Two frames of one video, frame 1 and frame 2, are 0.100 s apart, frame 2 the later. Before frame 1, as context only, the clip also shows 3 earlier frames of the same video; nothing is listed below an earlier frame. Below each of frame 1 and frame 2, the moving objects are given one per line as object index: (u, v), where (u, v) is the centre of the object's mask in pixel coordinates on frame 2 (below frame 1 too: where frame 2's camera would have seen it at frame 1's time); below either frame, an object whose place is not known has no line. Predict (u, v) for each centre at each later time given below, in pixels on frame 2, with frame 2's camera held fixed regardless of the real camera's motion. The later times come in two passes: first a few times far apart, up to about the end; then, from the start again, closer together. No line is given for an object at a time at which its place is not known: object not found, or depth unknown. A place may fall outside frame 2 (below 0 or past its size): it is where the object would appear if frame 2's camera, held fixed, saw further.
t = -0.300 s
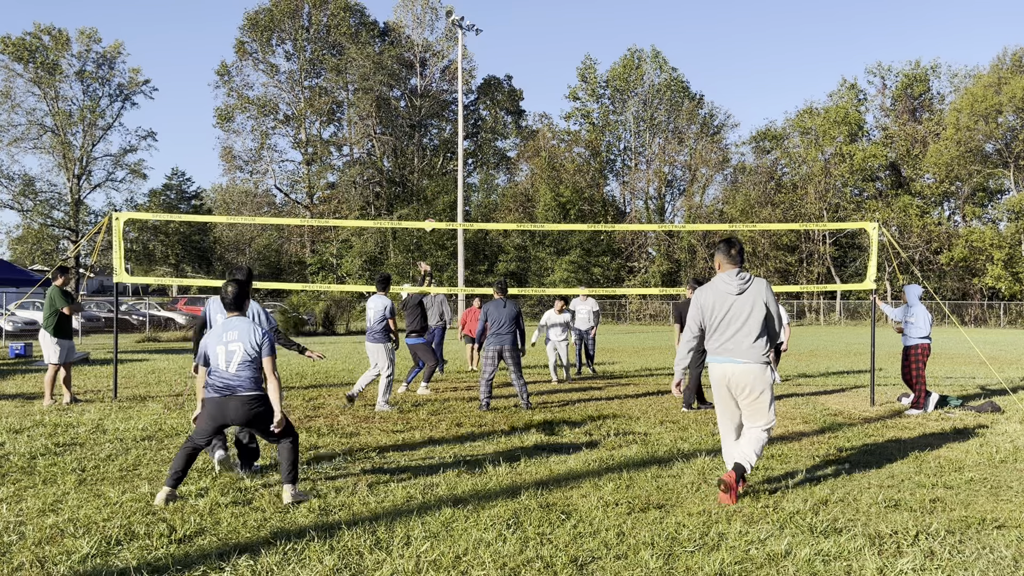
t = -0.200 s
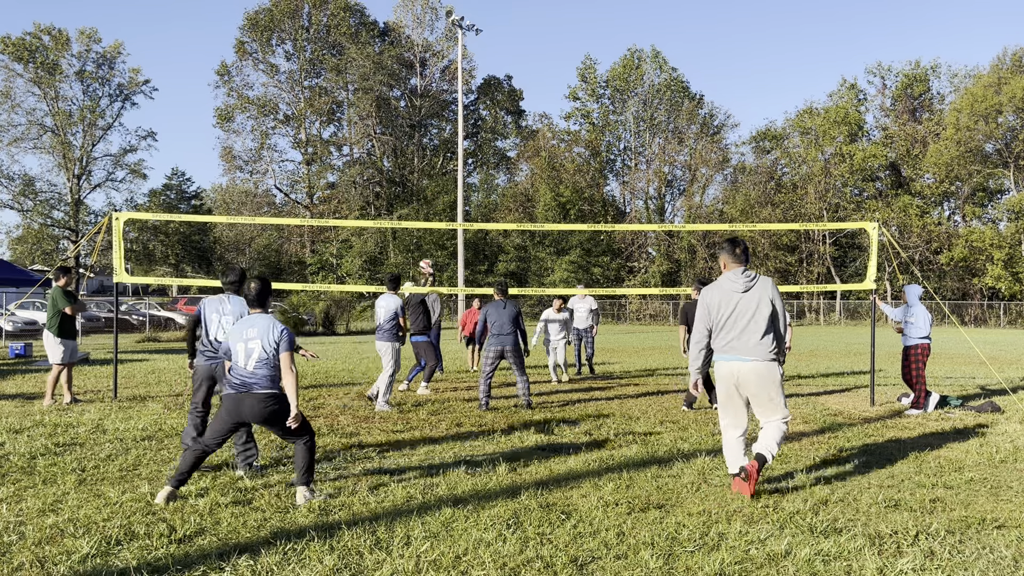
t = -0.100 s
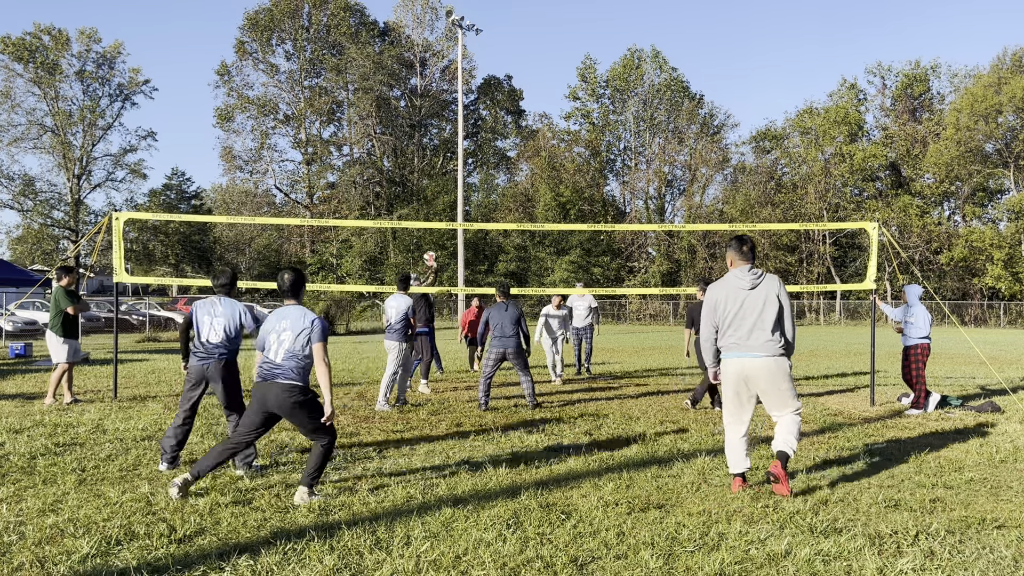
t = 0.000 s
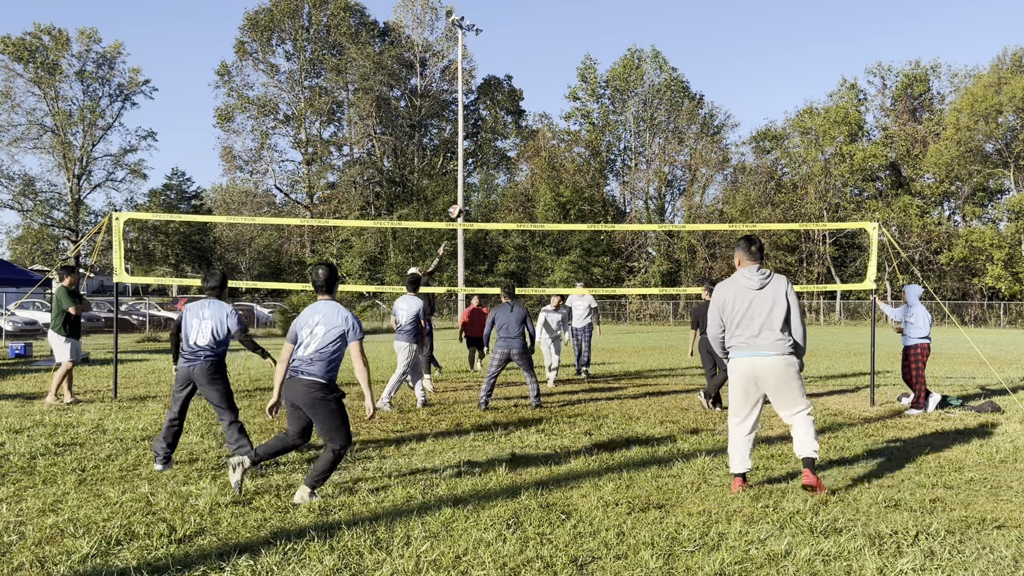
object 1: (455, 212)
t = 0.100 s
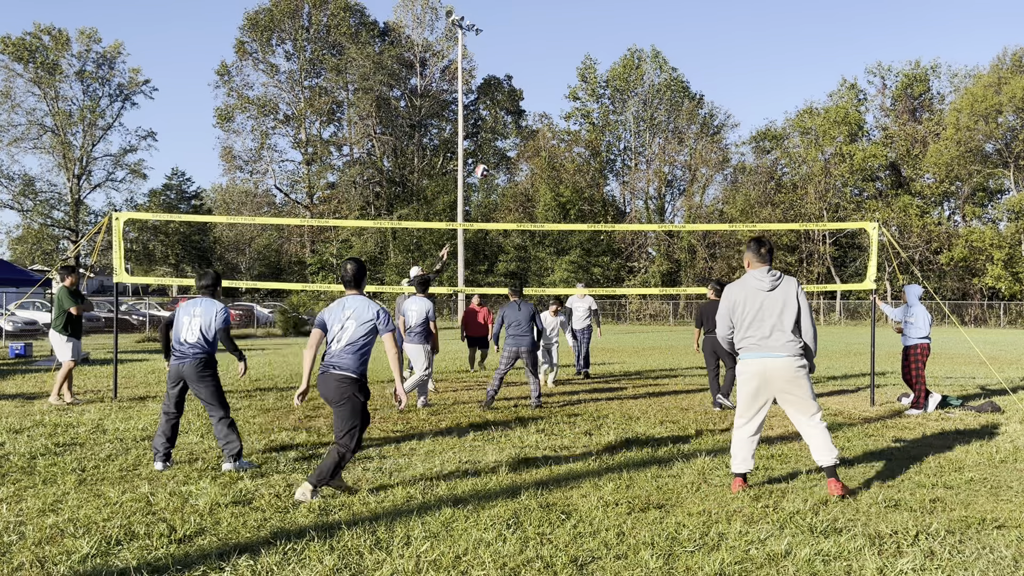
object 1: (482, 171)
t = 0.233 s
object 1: (515, 128)
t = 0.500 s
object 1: (582, 81)
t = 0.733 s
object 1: (638, 80)
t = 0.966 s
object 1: (693, 117)
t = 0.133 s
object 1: (490, 159)
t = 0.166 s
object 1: (499, 148)
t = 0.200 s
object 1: (507, 138)
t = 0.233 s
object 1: (515, 128)
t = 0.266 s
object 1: (524, 119)
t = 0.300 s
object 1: (533, 112)
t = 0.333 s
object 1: (541, 105)
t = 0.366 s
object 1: (550, 98)
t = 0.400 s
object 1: (558, 93)
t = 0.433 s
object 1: (566, 88)
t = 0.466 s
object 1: (574, 84)
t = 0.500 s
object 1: (582, 81)
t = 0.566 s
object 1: (599, 77)
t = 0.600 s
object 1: (607, 76)
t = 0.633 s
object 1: (614, 75)
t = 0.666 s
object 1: (622, 76)
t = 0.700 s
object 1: (630, 78)
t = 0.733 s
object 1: (638, 80)
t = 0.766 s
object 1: (646, 82)
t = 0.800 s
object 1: (654, 87)
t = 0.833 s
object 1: (662, 91)
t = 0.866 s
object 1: (670, 96)
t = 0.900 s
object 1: (678, 102)
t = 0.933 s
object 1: (685, 109)
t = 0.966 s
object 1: (693, 117)
